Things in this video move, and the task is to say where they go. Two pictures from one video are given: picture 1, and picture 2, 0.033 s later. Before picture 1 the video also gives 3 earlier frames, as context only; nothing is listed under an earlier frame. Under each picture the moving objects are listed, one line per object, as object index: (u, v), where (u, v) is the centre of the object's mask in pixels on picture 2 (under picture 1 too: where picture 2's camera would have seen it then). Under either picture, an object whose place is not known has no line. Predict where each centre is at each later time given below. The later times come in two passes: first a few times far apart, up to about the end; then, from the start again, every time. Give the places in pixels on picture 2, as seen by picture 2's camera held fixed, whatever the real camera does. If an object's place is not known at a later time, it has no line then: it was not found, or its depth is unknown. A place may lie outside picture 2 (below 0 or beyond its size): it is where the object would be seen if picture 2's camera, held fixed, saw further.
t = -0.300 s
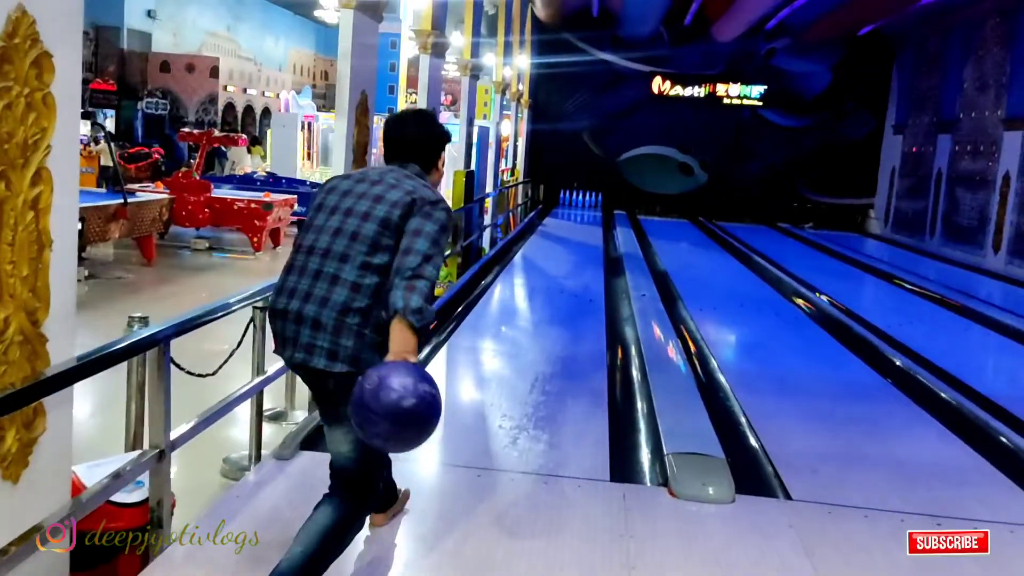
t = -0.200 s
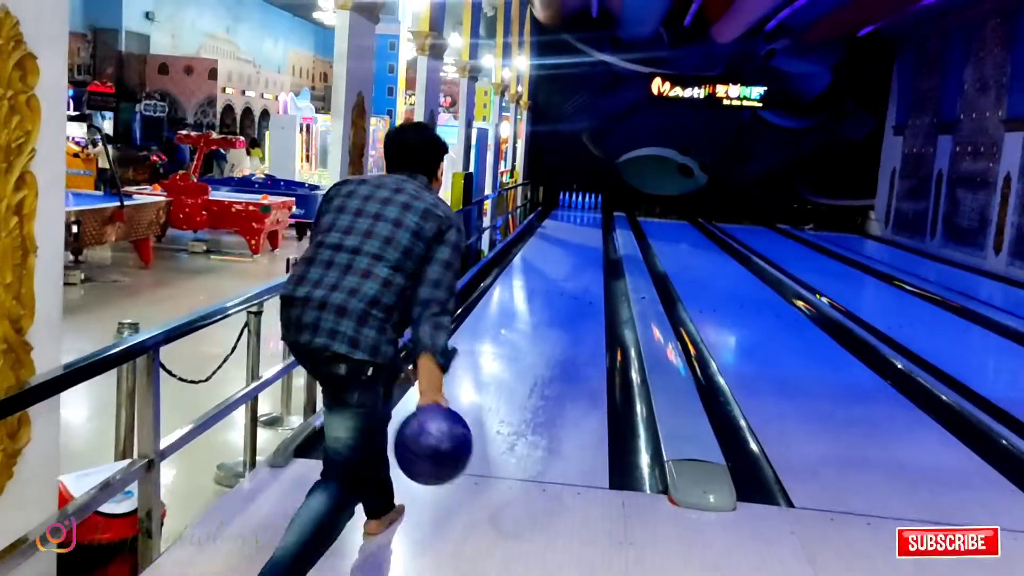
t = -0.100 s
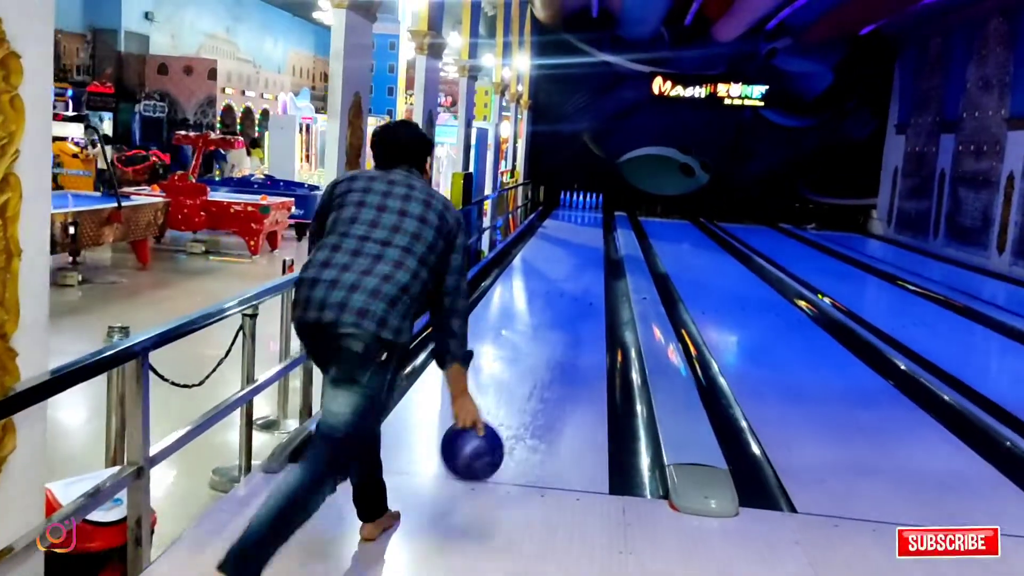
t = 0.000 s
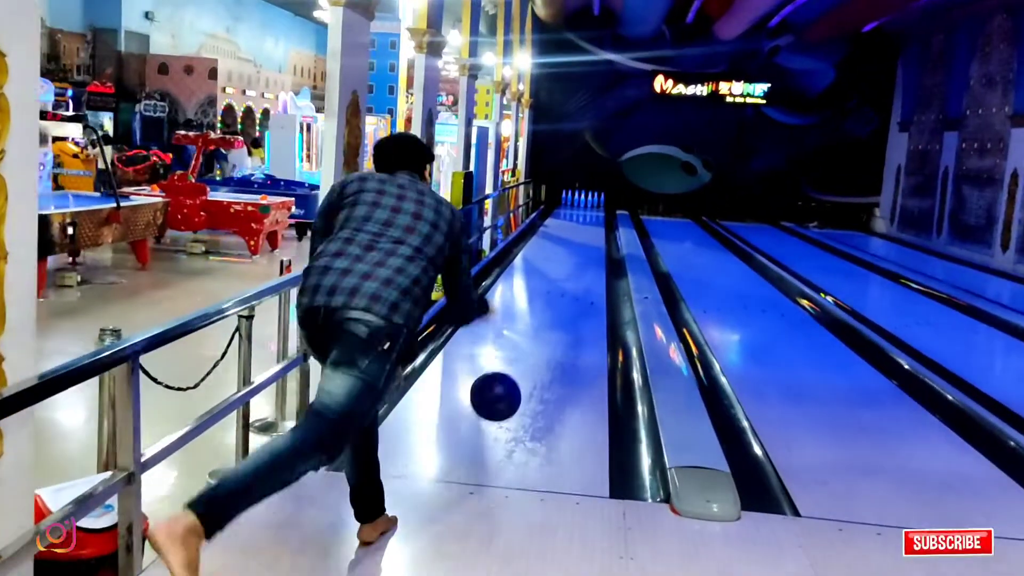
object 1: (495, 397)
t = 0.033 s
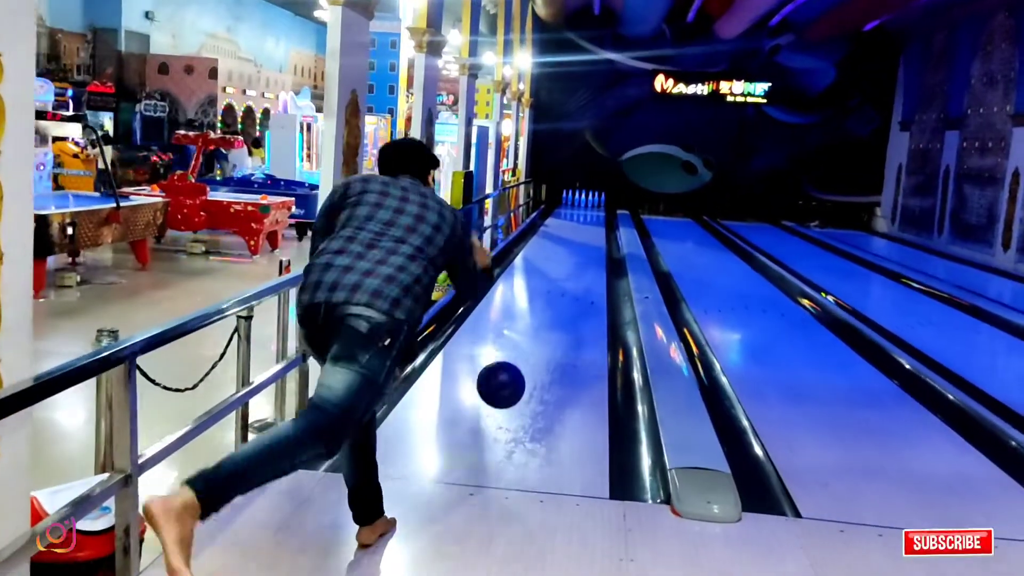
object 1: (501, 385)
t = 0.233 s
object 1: (524, 347)
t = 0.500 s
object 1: (542, 296)
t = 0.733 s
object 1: (553, 269)
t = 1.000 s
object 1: (561, 249)
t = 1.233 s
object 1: (567, 238)
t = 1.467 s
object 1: (572, 227)
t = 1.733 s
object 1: (576, 219)
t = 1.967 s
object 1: (579, 214)
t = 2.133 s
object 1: (580, 212)
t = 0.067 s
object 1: (506, 376)
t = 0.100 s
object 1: (510, 371)
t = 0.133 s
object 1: (514, 368)
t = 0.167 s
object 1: (517, 367)
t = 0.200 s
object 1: (521, 357)
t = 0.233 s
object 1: (524, 347)
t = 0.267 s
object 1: (527, 340)
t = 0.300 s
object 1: (529, 332)
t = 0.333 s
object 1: (532, 325)
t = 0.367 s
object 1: (534, 318)
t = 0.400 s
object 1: (537, 312)
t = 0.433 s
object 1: (539, 307)
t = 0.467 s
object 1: (540, 301)
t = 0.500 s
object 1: (542, 296)
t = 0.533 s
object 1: (539, 299)
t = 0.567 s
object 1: (547, 287)
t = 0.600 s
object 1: (547, 283)
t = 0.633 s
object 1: (549, 280)
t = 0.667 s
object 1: (550, 276)
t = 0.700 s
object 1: (551, 272)
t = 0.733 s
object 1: (553, 269)
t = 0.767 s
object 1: (554, 266)
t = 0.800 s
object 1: (555, 263)
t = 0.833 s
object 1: (556, 261)
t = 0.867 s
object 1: (557, 258)
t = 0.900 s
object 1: (558, 256)
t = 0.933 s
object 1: (559, 253)
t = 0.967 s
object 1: (560, 251)
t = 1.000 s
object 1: (561, 249)
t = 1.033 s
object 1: (562, 247)
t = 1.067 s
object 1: (563, 245)
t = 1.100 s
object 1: (564, 244)
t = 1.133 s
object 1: (565, 242)
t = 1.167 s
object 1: (566, 240)
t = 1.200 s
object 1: (566, 239)
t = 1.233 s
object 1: (567, 238)
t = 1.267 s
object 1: (567, 236)
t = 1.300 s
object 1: (568, 235)
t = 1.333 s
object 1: (570, 232)
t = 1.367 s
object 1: (571, 231)
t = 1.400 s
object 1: (571, 230)
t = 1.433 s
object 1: (572, 228)
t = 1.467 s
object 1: (572, 227)
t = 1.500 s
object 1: (573, 226)
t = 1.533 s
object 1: (573, 225)
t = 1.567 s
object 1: (574, 224)
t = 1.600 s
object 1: (574, 223)
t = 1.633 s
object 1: (575, 222)
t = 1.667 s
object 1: (576, 221)
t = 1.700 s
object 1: (576, 220)
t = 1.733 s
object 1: (576, 219)
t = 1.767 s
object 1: (577, 219)
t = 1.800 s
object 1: (577, 218)
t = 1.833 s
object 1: (578, 218)
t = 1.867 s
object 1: (578, 216)
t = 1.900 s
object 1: (579, 216)
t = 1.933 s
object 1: (579, 215)
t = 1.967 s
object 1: (579, 214)
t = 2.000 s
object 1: (579, 214)
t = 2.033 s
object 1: (579, 213)
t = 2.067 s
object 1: (580, 213)
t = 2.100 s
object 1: (580, 213)
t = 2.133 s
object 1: (580, 212)
